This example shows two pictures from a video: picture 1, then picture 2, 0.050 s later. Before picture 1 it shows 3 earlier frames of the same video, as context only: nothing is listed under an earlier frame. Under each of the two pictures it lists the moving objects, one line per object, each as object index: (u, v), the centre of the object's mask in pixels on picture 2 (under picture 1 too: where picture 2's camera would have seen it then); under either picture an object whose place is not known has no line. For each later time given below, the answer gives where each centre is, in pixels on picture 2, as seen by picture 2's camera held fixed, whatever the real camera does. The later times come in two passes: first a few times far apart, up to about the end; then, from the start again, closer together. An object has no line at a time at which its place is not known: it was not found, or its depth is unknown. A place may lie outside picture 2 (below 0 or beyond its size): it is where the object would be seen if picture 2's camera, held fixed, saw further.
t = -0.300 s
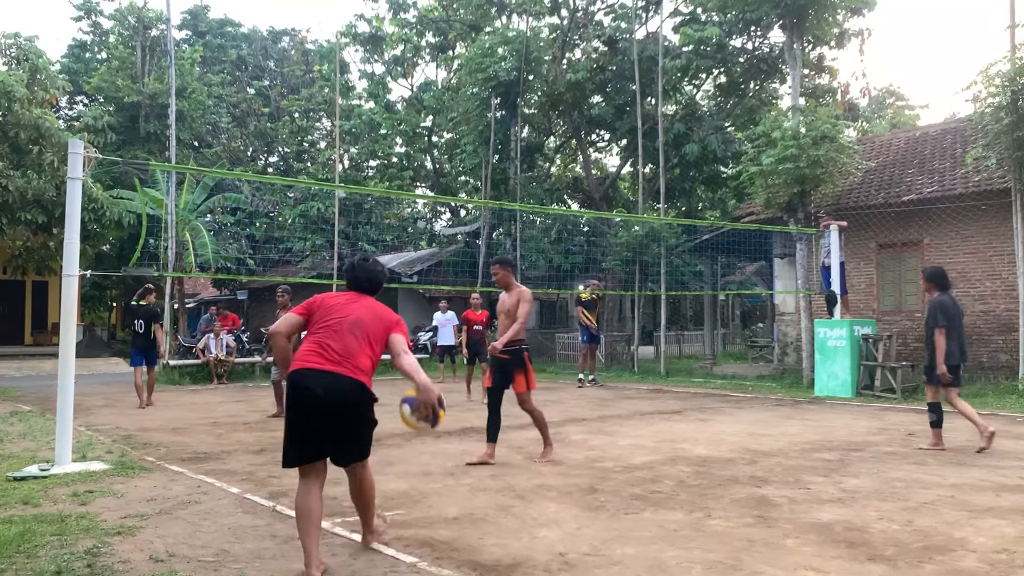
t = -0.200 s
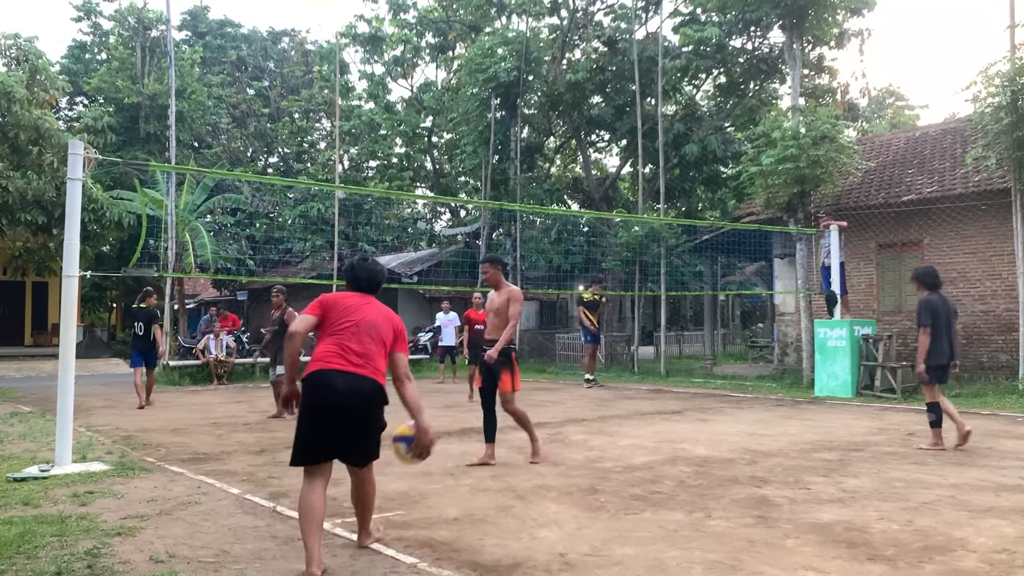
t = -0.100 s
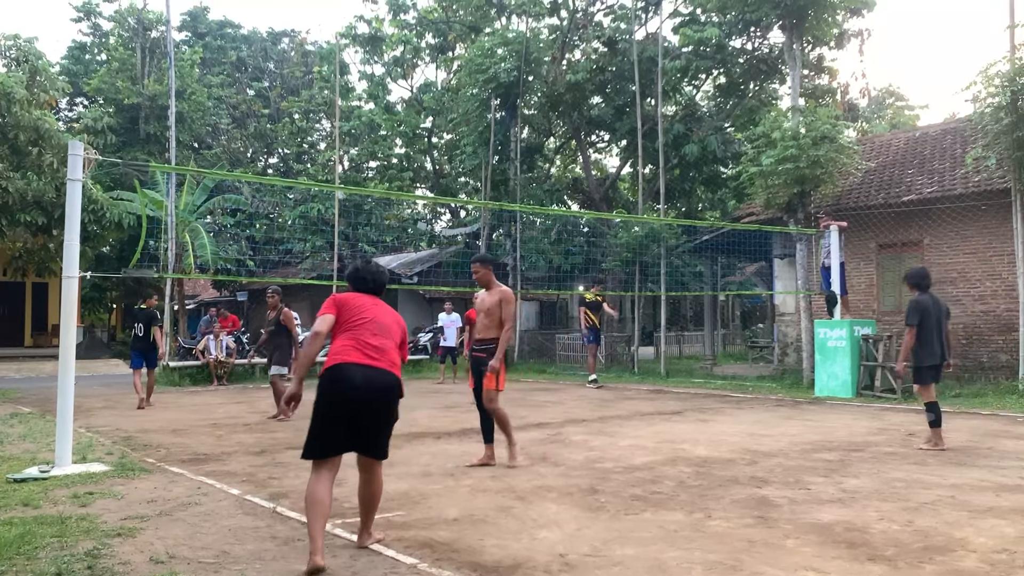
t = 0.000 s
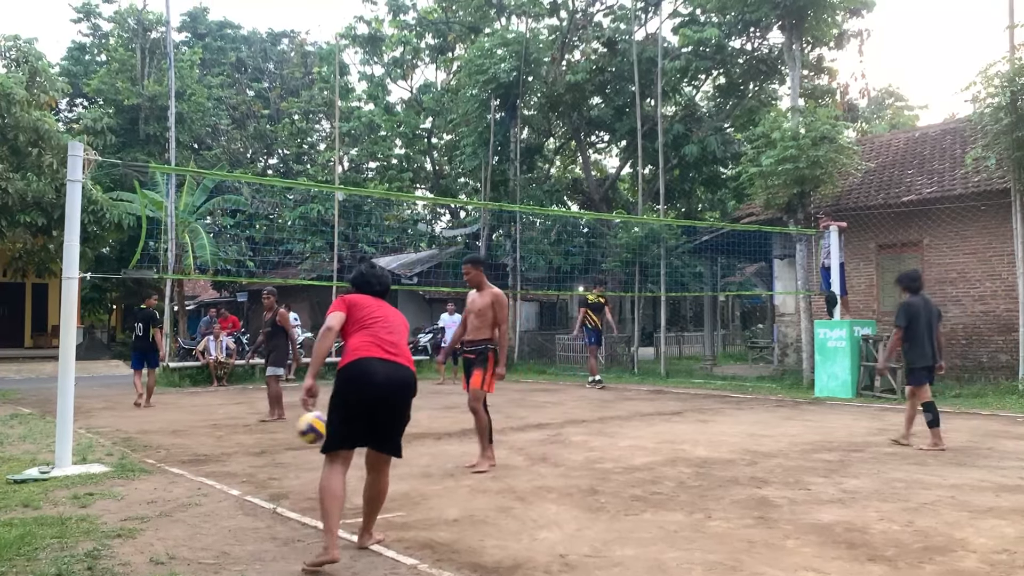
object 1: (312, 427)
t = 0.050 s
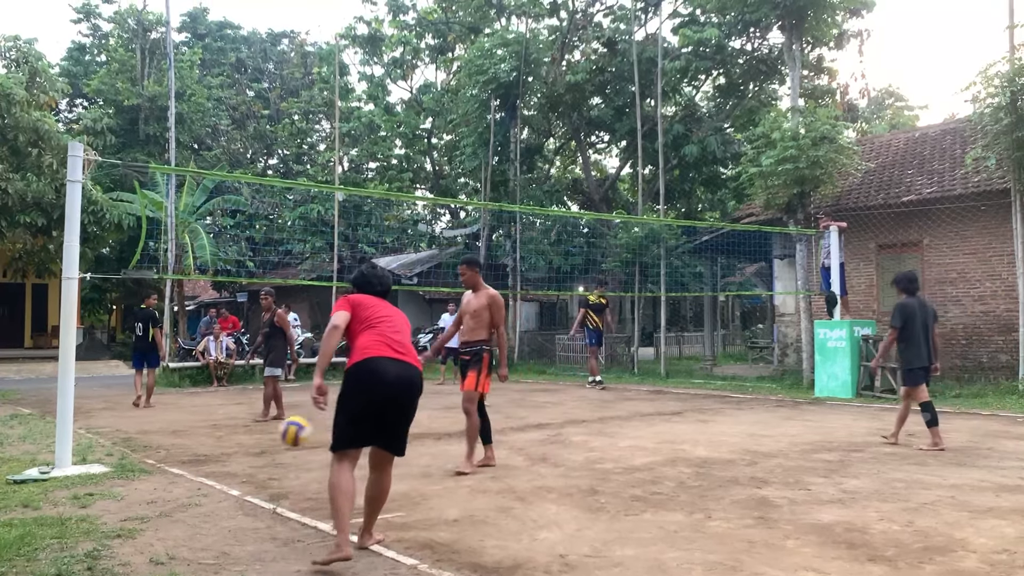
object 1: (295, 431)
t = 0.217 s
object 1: (244, 448)
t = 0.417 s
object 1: (208, 424)
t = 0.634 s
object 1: (175, 422)
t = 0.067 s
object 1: (290, 432)
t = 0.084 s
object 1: (284, 434)
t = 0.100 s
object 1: (279, 436)
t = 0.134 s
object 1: (269, 441)
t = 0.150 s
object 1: (264, 444)
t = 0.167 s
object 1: (258, 447)
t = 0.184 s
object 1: (253, 451)
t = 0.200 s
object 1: (250, 454)
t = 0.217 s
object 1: (244, 448)
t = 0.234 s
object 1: (241, 444)
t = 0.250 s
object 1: (237, 441)
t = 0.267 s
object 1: (234, 437)
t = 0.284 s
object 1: (231, 434)
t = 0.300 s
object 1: (227, 431)
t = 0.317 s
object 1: (225, 429)
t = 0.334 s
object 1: (221, 428)
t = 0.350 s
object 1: (218, 426)
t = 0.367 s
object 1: (214, 426)
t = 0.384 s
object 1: (212, 425)
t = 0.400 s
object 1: (210, 424)
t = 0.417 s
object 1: (208, 424)
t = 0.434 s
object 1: (203, 424)
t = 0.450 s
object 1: (200, 424)
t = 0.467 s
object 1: (198, 425)
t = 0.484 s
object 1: (195, 426)
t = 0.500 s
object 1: (193, 428)
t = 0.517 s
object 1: (191, 429)
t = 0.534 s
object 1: (188, 431)
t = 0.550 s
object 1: (185, 433)
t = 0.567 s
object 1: (182, 431)
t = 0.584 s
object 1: (180, 428)
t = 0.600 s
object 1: (179, 426)
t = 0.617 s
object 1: (177, 424)
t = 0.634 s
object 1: (175, 422)
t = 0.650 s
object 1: (173, 420)
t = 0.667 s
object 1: (171, 419)
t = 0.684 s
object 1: (168, 419)
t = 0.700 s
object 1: (167, 418)
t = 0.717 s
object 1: (164, 419)
